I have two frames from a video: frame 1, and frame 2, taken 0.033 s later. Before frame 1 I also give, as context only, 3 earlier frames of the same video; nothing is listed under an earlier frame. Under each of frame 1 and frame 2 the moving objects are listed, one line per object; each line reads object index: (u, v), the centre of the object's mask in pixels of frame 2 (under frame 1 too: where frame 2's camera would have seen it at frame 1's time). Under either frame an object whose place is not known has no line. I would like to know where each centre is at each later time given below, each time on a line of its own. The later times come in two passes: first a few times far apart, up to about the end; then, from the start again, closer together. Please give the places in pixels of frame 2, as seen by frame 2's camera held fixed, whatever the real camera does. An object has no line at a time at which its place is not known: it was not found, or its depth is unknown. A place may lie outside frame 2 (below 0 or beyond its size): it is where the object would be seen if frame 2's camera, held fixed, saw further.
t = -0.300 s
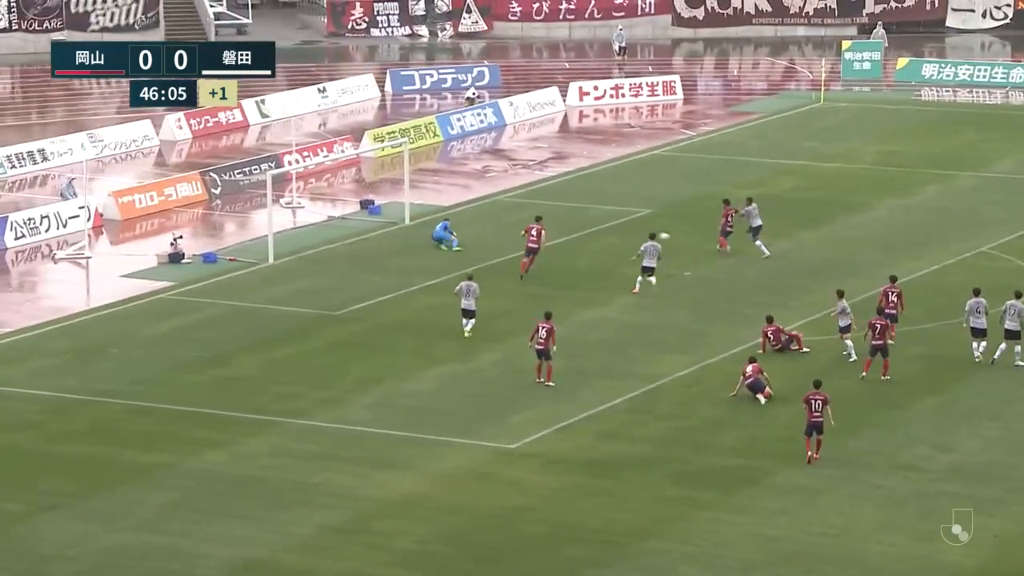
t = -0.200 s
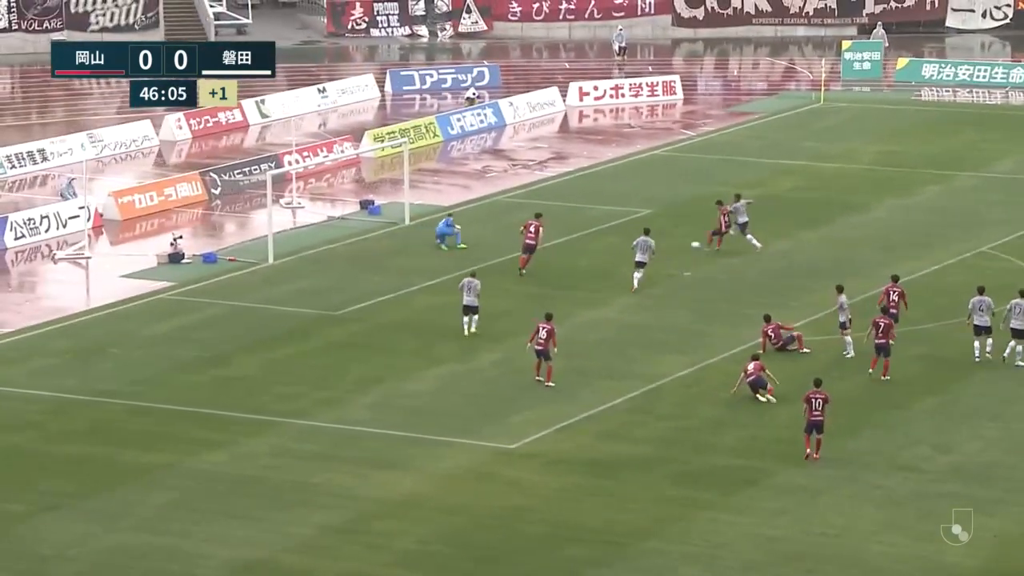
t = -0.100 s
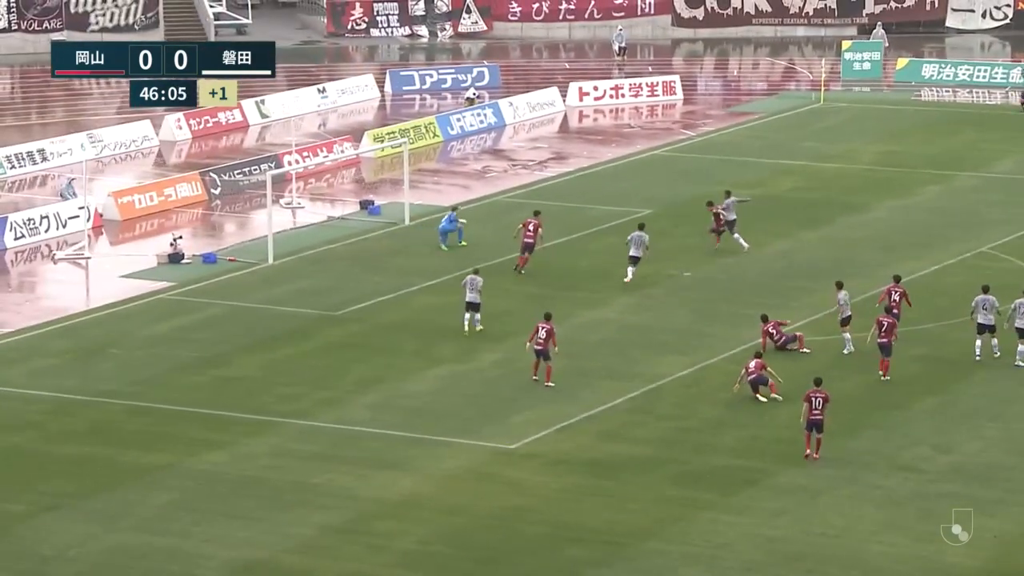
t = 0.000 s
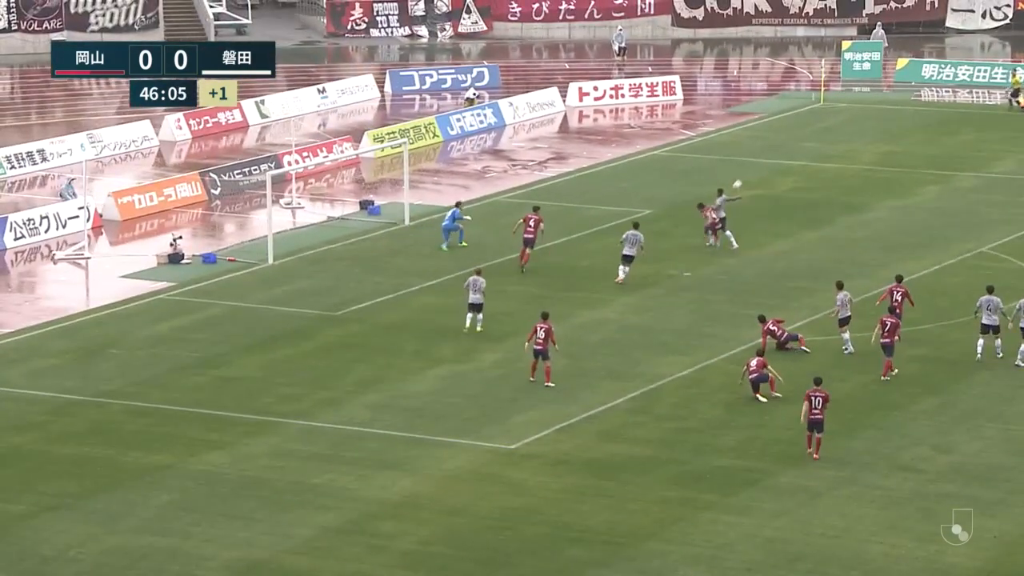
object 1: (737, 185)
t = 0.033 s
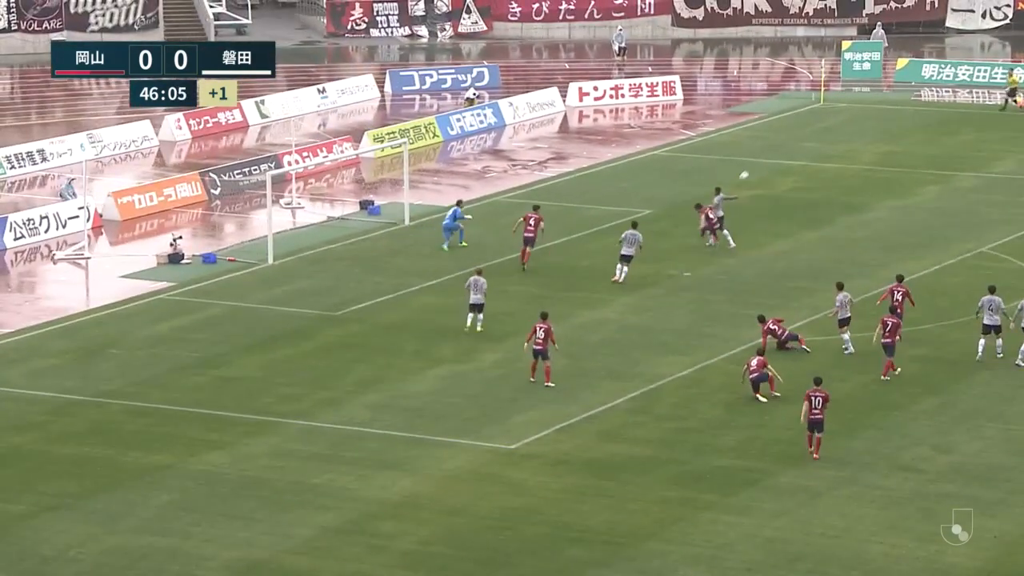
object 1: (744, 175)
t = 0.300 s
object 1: (799, 126)
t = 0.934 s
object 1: (915, 139)
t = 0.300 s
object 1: (799, 126)
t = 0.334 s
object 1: (806, 122)
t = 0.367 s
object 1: (813, 118)
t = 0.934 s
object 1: (915, 139)
